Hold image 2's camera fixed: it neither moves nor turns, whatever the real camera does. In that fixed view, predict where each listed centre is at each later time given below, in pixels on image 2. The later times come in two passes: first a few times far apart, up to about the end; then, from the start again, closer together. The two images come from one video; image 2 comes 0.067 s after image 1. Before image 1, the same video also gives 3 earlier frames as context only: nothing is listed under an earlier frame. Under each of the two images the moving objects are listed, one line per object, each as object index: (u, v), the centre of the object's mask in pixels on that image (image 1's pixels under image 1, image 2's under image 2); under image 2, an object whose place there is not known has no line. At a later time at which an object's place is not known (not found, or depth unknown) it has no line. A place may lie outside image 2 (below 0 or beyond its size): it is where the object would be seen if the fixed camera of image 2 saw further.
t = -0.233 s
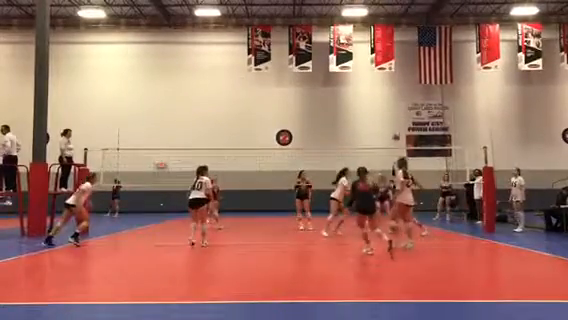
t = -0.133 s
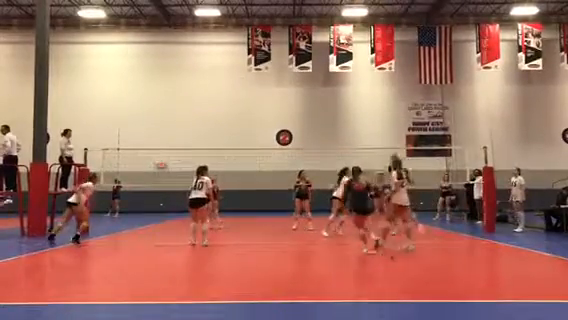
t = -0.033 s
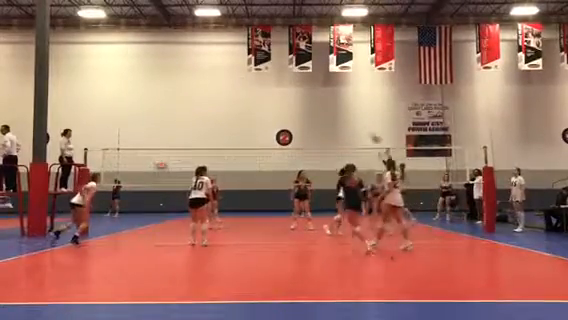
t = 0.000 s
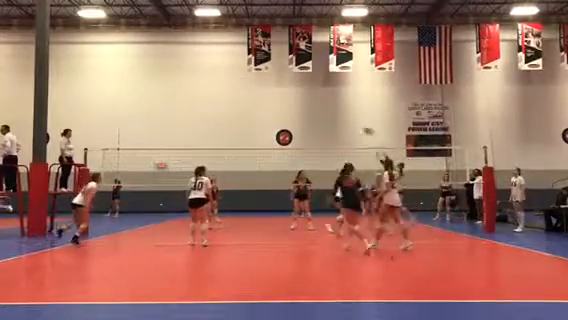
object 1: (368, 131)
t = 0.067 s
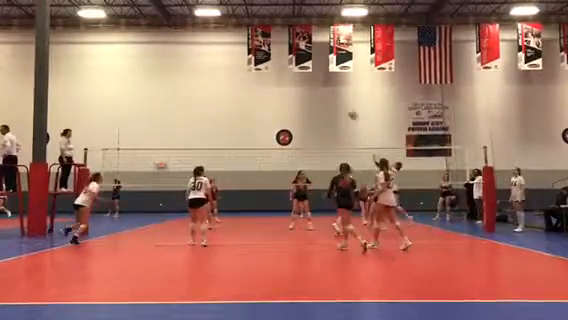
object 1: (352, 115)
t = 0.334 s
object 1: (293, 75)
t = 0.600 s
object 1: (239, 63)
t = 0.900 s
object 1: (176, 82)
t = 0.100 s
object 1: (344, 108)
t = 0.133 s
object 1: (338, 104)
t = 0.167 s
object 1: (330, 98)
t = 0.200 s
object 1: (323, 92)
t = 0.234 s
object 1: (316, 87)
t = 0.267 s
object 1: (308, 83)
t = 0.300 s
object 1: (300, 79)
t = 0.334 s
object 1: (293, 75)
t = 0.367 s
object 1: (285, 72)
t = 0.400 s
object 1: (277, 68)
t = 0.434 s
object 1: (273, 67)
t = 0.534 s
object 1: (249, 61)
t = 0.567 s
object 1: (244, 62)
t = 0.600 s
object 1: (239, 63)
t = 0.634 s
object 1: (231, 62)
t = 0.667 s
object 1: (223, 63)
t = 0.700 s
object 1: (217, 65)
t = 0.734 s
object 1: (209, 66)
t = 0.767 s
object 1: (203, 68)
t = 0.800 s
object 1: (196, 71)
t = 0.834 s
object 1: (189, 74)
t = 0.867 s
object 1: (183, 78)
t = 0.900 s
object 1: (176, 82)
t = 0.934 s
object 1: (170, 87)
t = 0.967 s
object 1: (163, 91)
